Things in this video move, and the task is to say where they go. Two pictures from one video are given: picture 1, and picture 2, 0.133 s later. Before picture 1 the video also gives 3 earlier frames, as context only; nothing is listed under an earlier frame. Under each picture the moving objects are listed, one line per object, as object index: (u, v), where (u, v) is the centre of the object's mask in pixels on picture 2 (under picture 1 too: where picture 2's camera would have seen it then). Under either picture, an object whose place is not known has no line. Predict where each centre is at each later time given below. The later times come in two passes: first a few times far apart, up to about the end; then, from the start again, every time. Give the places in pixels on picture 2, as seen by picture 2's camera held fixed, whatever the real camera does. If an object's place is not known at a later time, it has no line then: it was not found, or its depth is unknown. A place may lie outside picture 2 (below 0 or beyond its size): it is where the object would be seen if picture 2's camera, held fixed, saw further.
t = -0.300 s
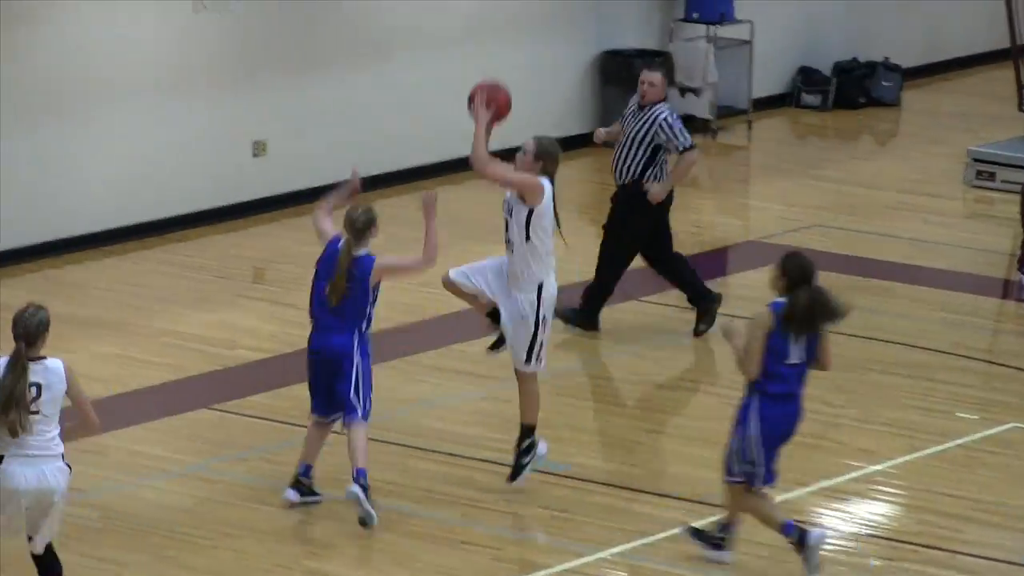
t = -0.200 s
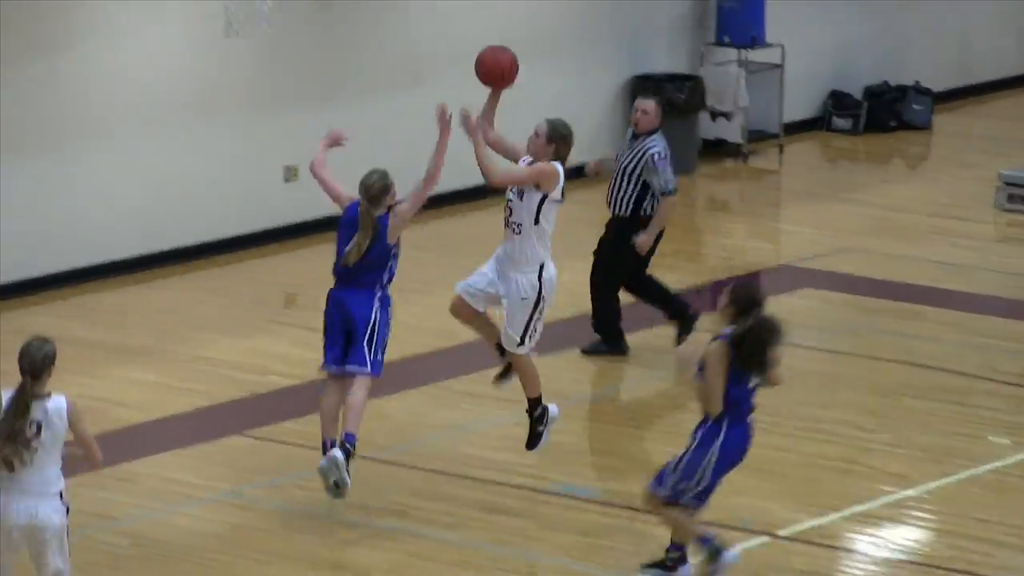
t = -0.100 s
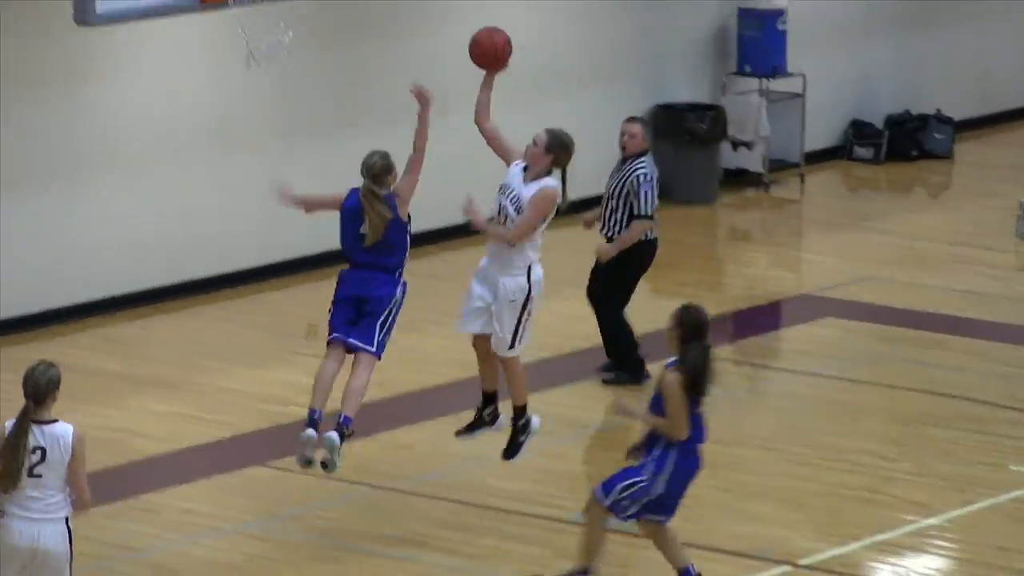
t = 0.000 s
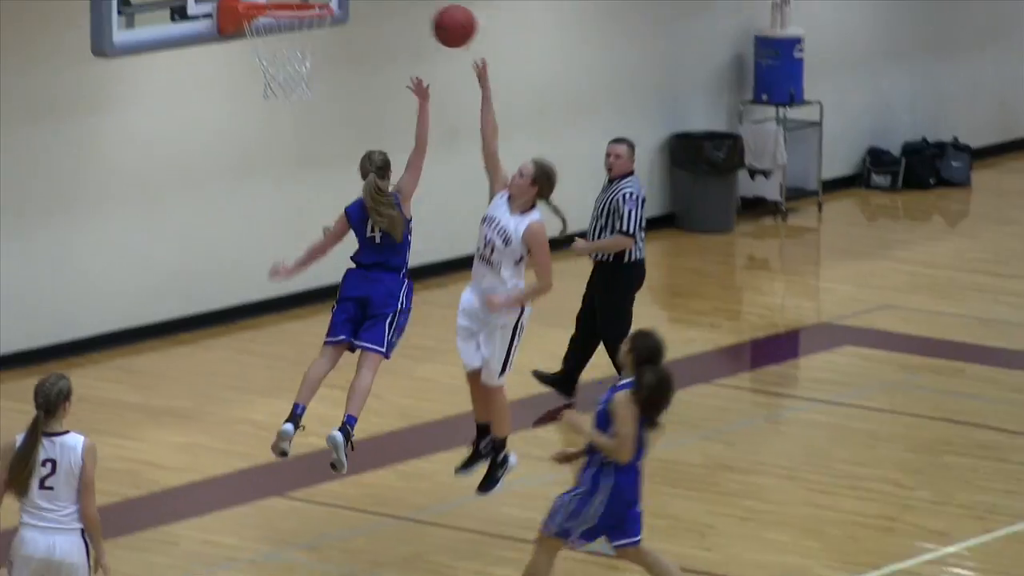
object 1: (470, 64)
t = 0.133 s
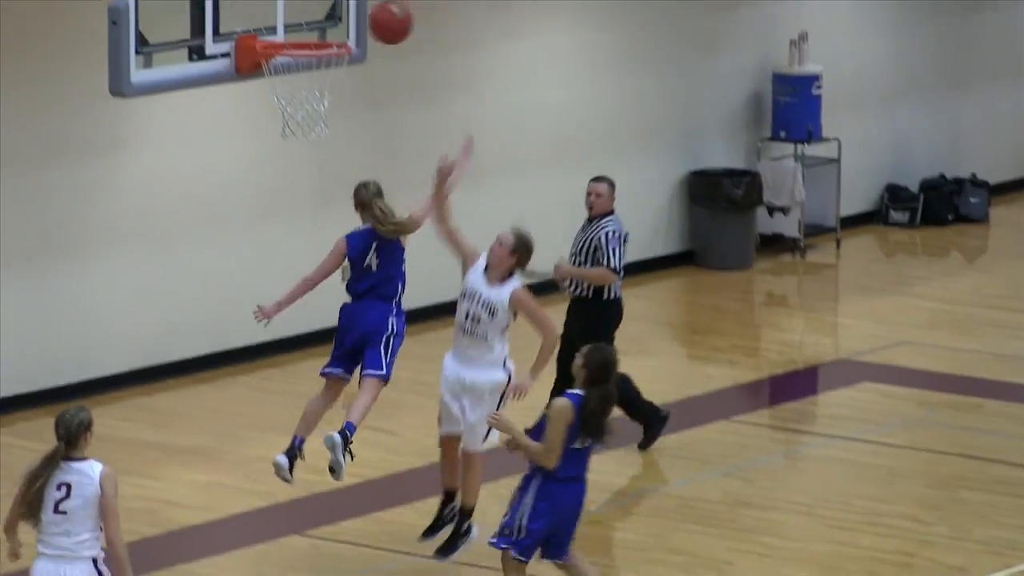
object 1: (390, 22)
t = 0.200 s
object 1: (350, 13)
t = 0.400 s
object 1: (338, 22)
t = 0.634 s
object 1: (411, 50)
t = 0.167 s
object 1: (371, 17)
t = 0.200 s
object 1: (350, 13)
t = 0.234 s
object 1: (329, 12)
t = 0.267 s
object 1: (312, 13)
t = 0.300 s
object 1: (315, 17)
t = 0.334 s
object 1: (319, 22)
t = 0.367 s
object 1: (327, 24)
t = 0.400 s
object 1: (338, 22)
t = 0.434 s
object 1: (348, 20)
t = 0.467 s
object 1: (358, 20)
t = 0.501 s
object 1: (369, 22)
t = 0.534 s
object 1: (380, 26)
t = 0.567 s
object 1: (390, 32)
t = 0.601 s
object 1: (401, 40)
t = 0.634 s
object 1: (411, 50)
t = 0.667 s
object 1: (422, 62)
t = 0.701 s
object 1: (433, 77)
